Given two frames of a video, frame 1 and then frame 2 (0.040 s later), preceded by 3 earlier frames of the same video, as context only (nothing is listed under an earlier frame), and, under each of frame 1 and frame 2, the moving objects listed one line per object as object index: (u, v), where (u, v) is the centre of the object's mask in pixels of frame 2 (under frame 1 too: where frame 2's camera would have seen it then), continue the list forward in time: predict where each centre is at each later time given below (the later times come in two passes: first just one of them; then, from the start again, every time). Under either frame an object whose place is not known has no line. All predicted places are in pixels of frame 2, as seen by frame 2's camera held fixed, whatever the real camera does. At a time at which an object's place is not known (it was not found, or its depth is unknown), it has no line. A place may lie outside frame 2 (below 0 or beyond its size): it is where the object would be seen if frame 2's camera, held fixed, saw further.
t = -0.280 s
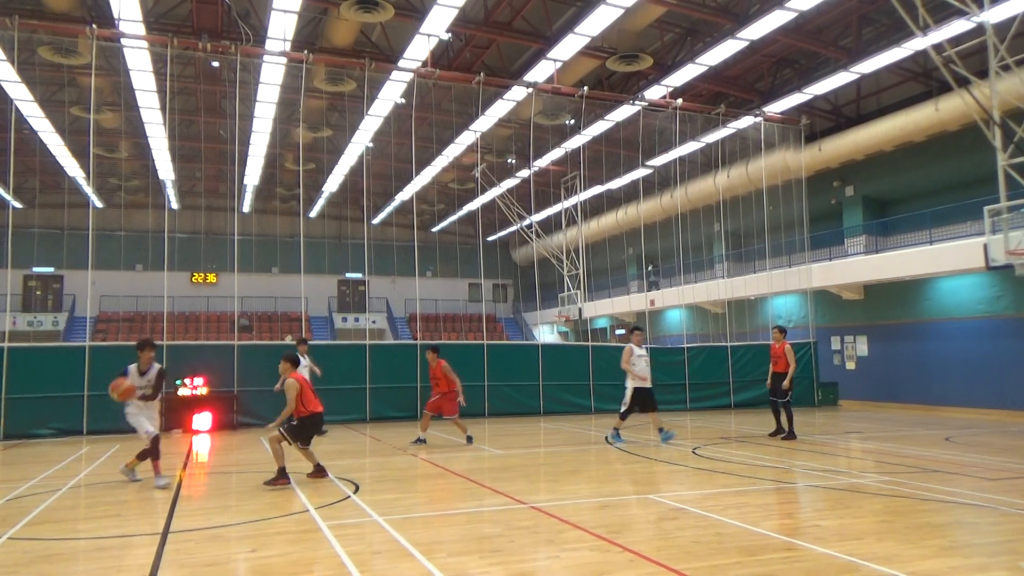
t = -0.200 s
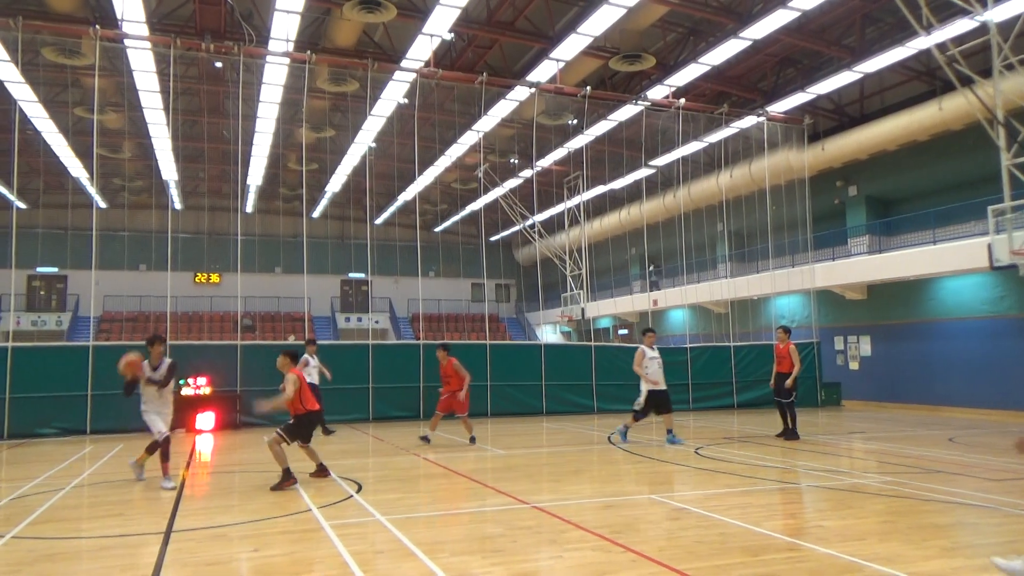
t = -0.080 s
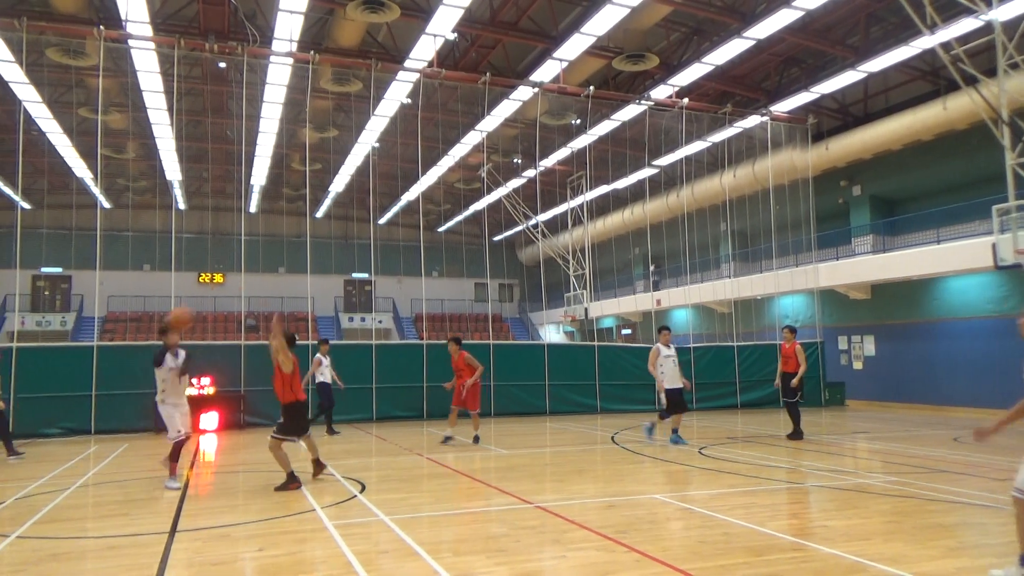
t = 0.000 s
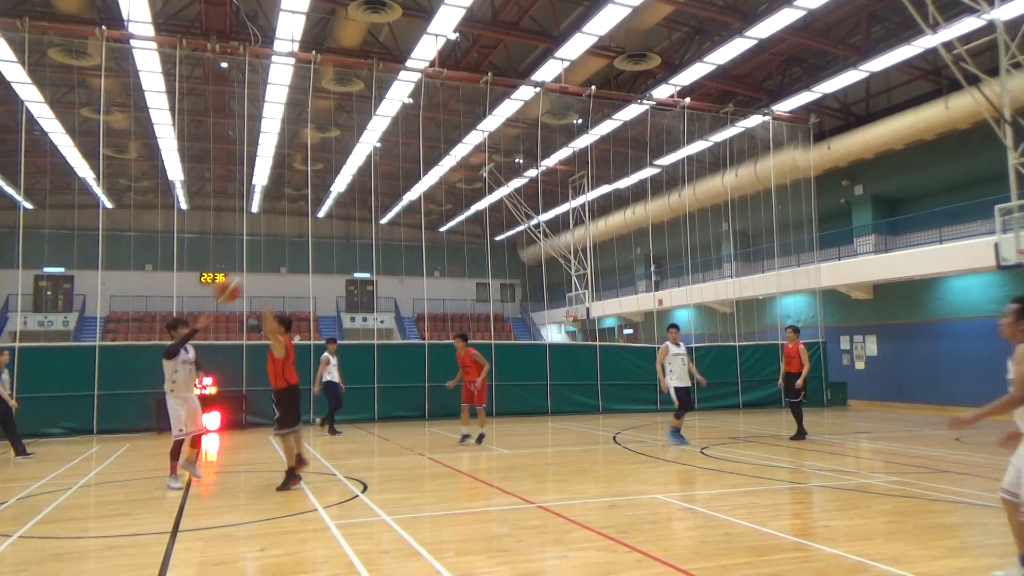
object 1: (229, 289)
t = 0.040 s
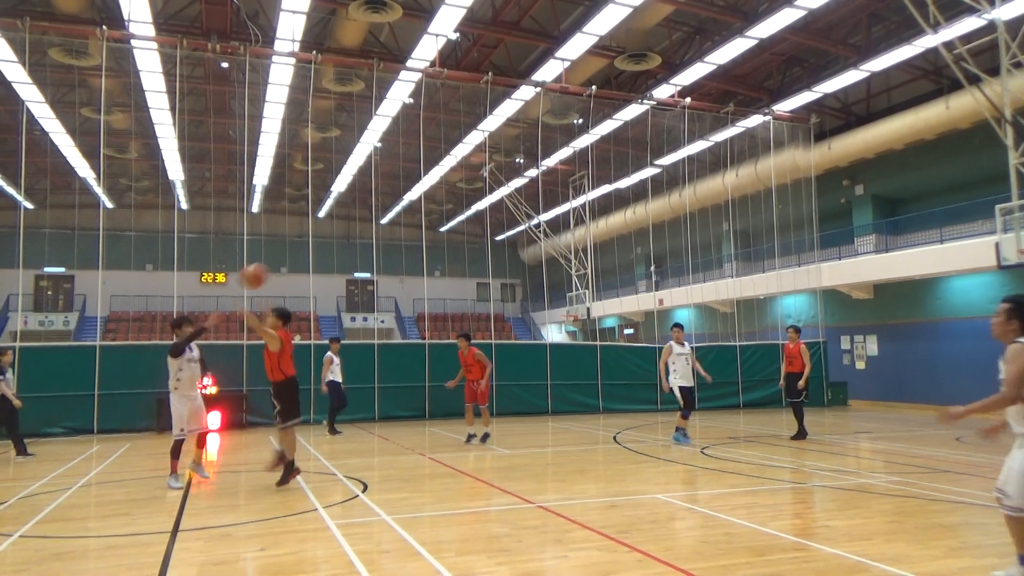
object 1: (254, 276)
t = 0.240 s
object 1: (396, 229)
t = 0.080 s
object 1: (278, 264)
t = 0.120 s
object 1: (306, 254)
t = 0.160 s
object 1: (334, 244)
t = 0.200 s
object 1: (363, 236)
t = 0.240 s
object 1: (396, 229)
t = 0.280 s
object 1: (426, 222)
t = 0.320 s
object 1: (460, 218)
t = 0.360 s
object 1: (498, 217)
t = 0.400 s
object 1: (536, 215)
